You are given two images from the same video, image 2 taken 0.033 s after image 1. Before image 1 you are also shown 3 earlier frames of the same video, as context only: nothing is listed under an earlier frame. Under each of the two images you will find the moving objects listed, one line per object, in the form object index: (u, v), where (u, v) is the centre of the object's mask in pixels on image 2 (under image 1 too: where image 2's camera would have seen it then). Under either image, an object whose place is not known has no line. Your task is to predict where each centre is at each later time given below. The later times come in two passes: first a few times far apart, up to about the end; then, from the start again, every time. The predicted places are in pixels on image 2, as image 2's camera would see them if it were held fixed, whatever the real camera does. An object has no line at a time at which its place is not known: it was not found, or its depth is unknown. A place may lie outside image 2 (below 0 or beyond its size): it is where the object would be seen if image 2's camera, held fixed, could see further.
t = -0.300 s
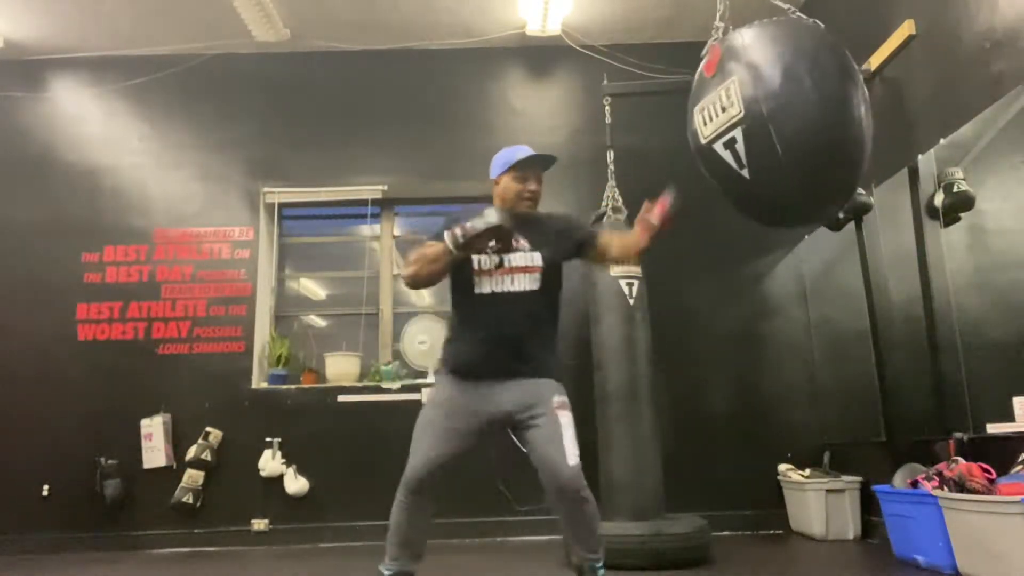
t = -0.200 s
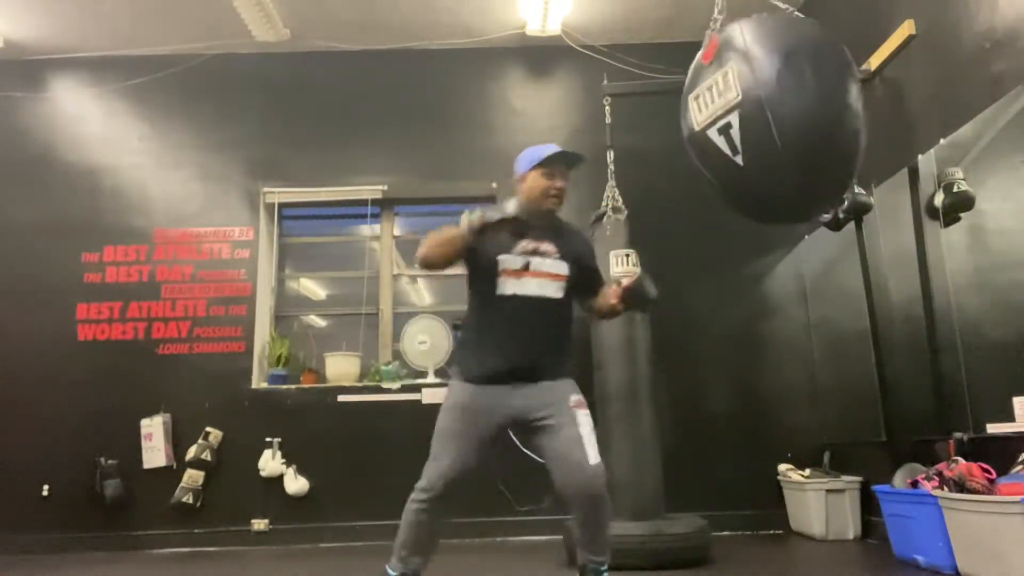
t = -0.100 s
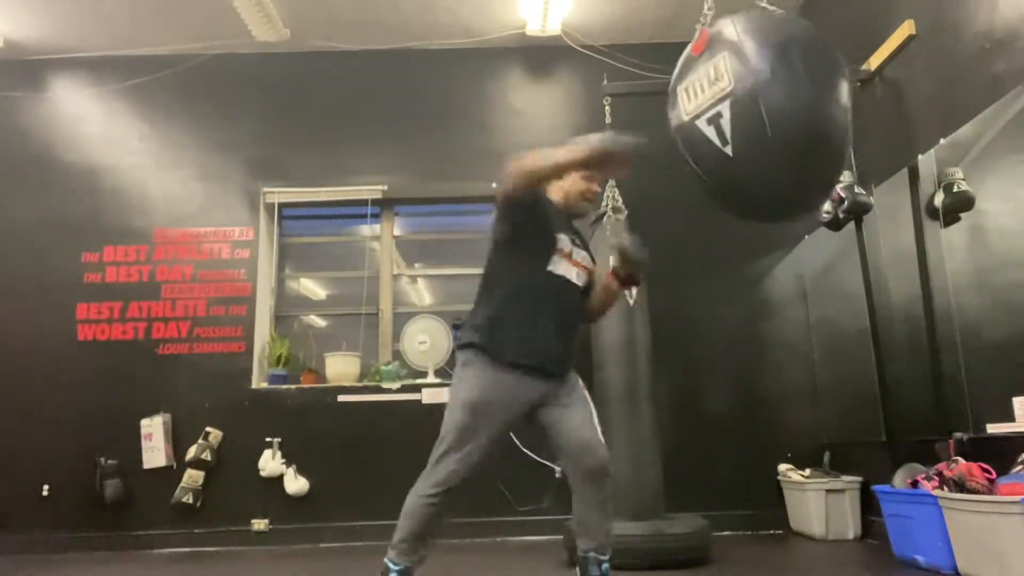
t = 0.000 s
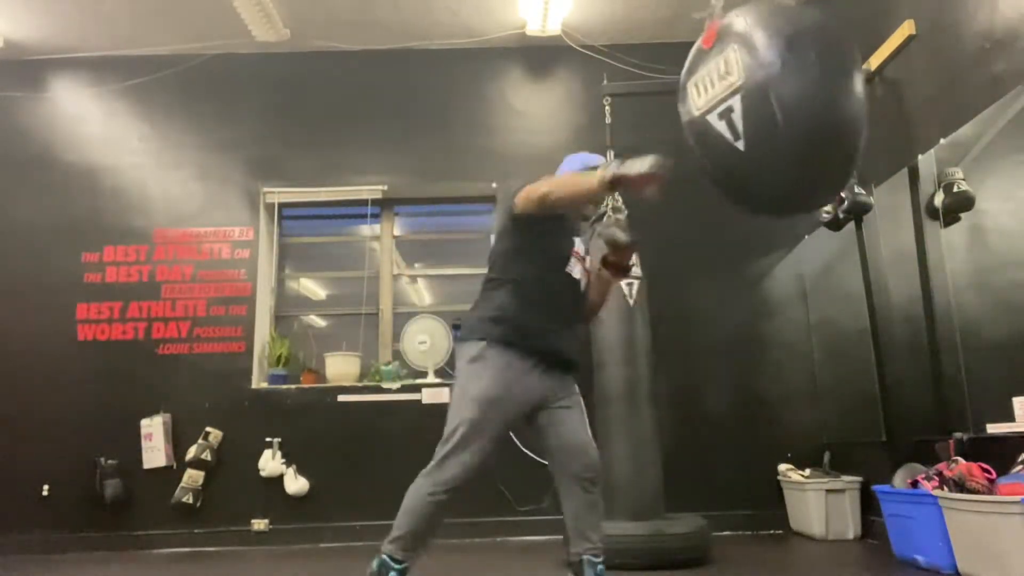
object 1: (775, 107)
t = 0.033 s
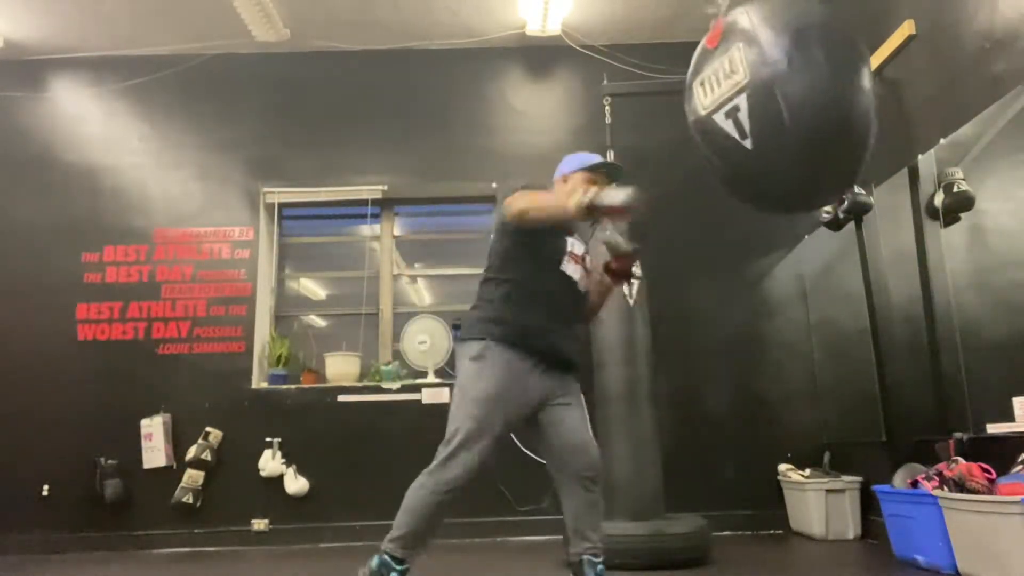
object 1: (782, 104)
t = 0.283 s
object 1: (814, 97)
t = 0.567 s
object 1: (788, 117)
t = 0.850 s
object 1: (712, 148)
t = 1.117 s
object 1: (644, 156)
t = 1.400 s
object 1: (614, 154)
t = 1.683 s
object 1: (640, 149)
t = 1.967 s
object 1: (713, 132)
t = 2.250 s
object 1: (790, 106)
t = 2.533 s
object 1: (812, 101)
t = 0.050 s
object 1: (786, 104)
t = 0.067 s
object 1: (790, 102)
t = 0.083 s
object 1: (793, 100)
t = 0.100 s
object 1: (796, 100)
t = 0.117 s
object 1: (799, 99)
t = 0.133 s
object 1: (802, 99)
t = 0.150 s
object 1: (805, 99)
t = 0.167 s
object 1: (806, 98)
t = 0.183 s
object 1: (808, 97)
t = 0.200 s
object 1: (809, 97)
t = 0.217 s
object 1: (811, 97)
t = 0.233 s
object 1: (812, 97)
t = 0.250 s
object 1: (813, 97)
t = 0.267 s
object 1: (814, 97)
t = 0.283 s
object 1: (814, 97)
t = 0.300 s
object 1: (815, 98)
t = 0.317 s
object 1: (815, 98)
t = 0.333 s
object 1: (815, 99)
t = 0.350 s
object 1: (815, 99)
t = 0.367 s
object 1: (814, 100)
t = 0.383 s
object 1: (813, 100)
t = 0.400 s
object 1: (811, 101)
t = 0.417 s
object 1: (810, 102)
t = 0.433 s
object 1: (809, 103)
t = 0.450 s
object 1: (808, 105)
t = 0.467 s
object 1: (806, 106)
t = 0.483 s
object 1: (803, 108)
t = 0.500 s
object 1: (800, 109)
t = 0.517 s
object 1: (797, 111)
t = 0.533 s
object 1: (794, 114)
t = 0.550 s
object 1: (791, 115)
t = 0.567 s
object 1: (788, 117)
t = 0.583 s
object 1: (784, 120)
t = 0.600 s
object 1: (780, 122)
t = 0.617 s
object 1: (777, 124)
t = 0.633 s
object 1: (773, 126)
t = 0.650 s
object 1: (768, 129)
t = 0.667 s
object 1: (763, 131)
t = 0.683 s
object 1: (758, 131)
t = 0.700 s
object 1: (754, 133)
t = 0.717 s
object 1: (750, 136)
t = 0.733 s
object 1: (747, 138)
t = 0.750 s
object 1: (743, 139)
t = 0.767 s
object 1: (737, 141)
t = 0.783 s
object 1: (731, 142)
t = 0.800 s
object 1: (727, 143)
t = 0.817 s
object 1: (722, 144)
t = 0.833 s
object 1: (717, 146)
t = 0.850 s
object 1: (712, 148)
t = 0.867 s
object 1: (707, 149)
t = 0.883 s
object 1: (703, 149)
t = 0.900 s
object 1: (698, 150)
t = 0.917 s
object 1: (694, 150)
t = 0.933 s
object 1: (689, 152)
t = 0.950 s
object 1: (684, 153)
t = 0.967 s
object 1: (679, 154)
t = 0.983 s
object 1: (675, 154)
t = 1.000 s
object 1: (671, 155)
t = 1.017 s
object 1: (667, 156)
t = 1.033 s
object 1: (662, 156)
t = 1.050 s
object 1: (659, 156)
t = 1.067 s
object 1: (655, 157)
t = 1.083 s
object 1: (651, 156)
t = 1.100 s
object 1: (647, 156)
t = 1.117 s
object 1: (644, 156)
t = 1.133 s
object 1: (642, 157)
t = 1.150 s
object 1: (639, 157)
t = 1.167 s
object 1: (636, 157)
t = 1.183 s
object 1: (633, 157)
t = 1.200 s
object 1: (631, 157)
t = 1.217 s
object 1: (628, 157)
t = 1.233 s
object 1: (626, 157)
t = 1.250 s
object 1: (623, 156)
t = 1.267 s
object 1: (622, 156)
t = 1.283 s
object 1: (620, 156)
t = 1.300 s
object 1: (619, 156)
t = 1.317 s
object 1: (617, 155)
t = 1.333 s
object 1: (617, 155)
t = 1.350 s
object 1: (615, 154)
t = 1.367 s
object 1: (615, 155)
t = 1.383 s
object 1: (615, 155)
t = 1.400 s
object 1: (614, 154)
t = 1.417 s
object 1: (614, 154)
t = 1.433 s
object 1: (614, 154)
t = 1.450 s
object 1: (615, 153)
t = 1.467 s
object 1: (615, 153)
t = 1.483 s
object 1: (616, 153)
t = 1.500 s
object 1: (617, 153)
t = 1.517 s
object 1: (618, 153)
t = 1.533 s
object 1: (619, 152)
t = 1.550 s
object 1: (621, 151)
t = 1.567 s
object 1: (622, 151)
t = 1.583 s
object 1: (624, 151)
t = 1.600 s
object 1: (626, 151)
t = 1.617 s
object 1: (628, 151)
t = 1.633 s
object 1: (631, 150)
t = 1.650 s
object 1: (634, 150)
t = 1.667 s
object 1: (637, 150)
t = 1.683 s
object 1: (640, 149)
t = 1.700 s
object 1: (644, 149)
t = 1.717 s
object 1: (647, 148)
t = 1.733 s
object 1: (650, 147)
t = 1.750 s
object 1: (653, 146)
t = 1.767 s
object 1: (658, 146)
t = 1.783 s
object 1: (661, 145)
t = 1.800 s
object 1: (666, 144)
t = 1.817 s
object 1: (670, 143)
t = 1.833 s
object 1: (675, 142)
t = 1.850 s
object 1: (678, 141)
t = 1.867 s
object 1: (684, 139)
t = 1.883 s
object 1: (689, 138)
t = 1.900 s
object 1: (694, 137)
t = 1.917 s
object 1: (698, 137)
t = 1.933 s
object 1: (703, 135)
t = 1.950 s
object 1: (708, 134)
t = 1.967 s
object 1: (713, 132)
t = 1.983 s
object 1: (718, 131)
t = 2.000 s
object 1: (723, 129)
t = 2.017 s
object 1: (728, 128)
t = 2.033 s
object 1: (734, 127)
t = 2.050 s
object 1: (739, 125)
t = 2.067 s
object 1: (744, 123)
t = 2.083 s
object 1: (749, 121)
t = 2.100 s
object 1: (754, 120)
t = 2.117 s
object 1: (757, 117)
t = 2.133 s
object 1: (762, 115)
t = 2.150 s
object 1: (766, 114)
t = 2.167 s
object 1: (771, 113)
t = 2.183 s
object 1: (775, 112)
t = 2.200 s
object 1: (779, 110)
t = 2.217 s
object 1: (782, 108)
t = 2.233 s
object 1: (787, 107)
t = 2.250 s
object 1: (790, 106)
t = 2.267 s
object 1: (793, 104)
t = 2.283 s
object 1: (796, 104)
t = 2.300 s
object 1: (798, 103)
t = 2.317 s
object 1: (801, 102)
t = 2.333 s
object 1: (803, 102)
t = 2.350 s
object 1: (805, 101)
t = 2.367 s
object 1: (807, 100)
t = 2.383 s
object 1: (809, 100)
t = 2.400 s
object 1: (810, 100)
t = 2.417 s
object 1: (812, 100)
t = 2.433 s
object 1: (812, 99)
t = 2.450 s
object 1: (813, 100)
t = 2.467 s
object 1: (813, 100)
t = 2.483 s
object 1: (813, 100)
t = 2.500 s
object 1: (813, 100)
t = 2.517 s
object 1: (813, 101)
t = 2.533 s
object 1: (812, 101)
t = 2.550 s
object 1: (811, 102)
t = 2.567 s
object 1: (811, 104)
